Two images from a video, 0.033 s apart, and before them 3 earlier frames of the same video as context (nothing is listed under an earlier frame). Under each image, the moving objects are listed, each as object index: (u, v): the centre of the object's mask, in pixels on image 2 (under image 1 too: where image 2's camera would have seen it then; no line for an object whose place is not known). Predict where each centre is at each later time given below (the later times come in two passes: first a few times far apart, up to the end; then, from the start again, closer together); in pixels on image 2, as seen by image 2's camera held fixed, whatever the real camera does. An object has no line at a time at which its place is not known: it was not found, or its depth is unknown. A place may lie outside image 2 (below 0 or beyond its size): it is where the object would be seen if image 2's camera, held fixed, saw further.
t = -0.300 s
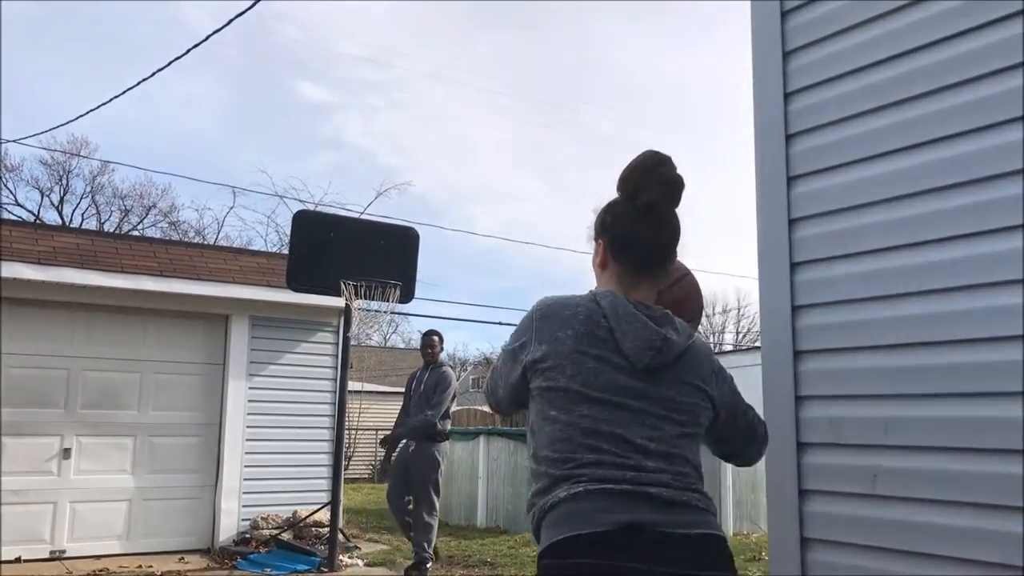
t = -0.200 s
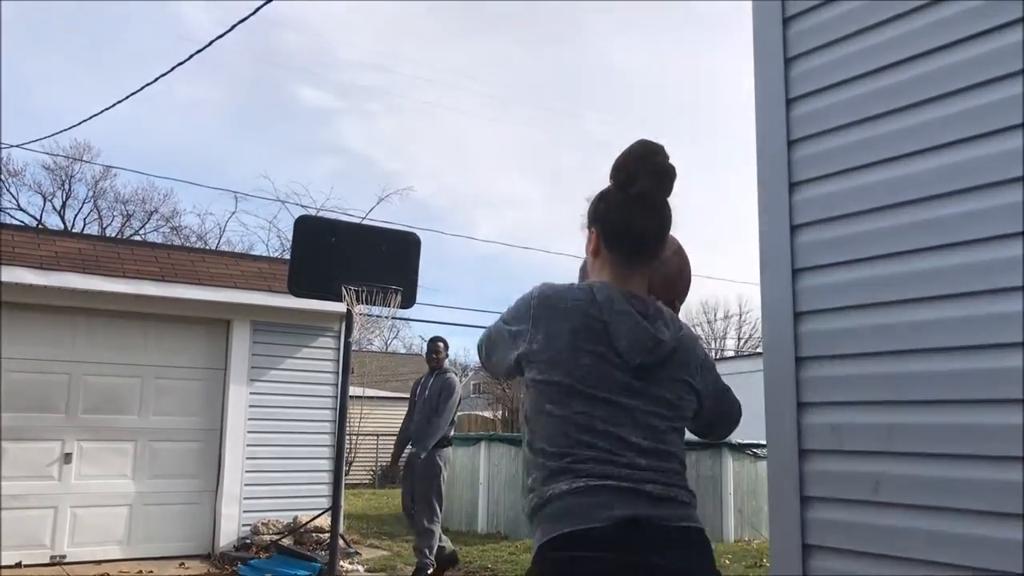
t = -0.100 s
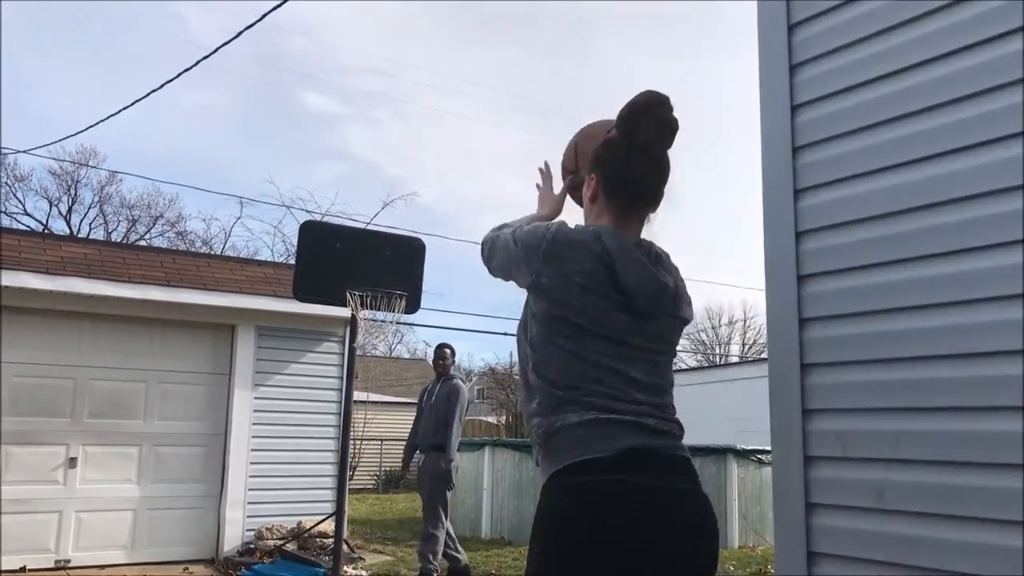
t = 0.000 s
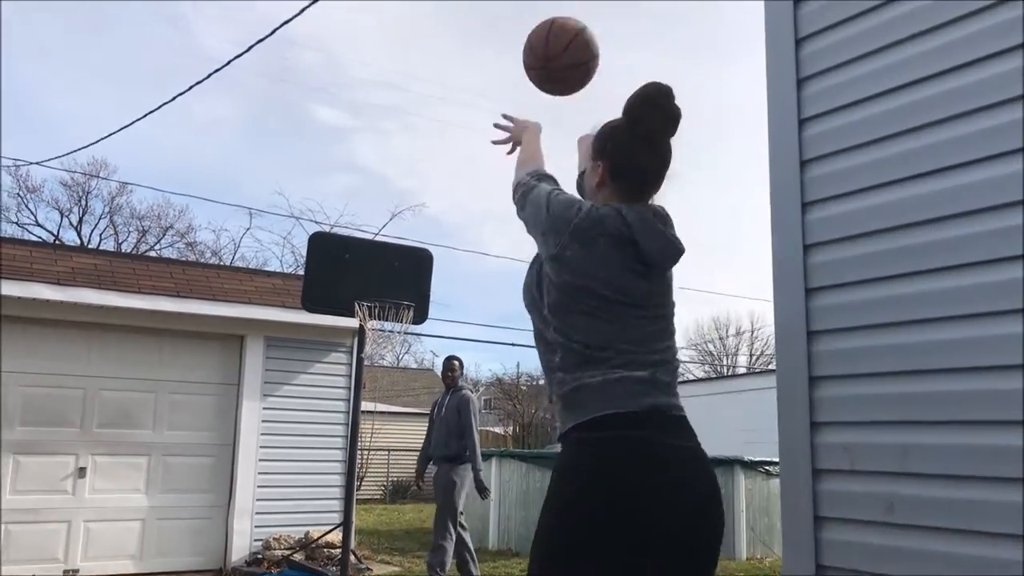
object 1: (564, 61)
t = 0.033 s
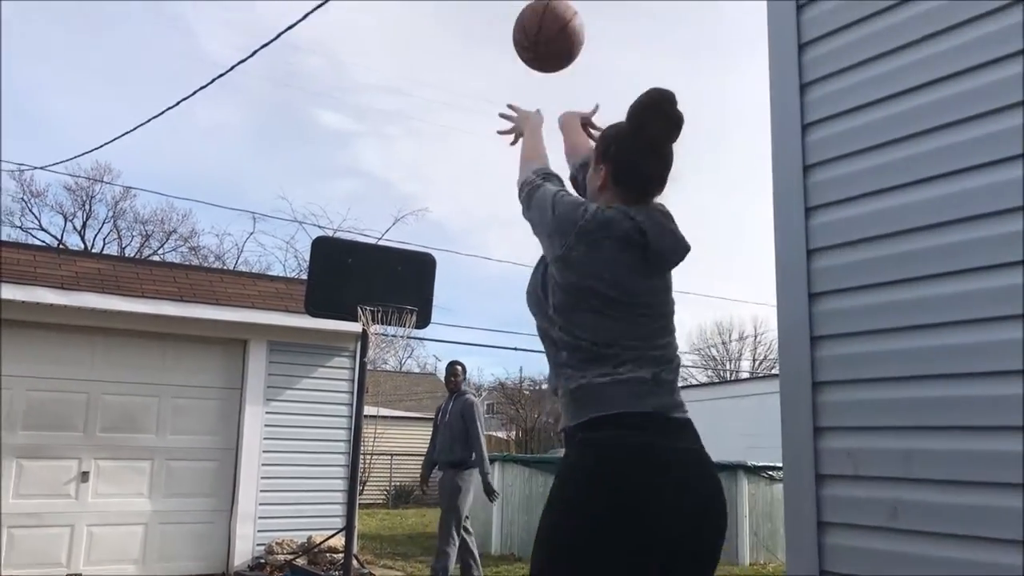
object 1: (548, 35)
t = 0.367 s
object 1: (453, -8)
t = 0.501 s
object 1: (432, 24)
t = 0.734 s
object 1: (402, 130)
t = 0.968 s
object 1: (377, 266)
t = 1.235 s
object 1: (478, 288)
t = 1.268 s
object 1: (494, 291)
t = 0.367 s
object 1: (453, -8)
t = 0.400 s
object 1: (447, -5)
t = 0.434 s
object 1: (442, 3)
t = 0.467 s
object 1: (437, 13)
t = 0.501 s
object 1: (432, 24)
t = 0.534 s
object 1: (427, 37)
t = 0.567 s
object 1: (422, 50)
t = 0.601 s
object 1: (418, 64)
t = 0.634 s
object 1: (414, 80)
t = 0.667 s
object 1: (410, 96)
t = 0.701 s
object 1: (406, 112)
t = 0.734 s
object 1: (402, 130)
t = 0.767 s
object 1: (399, 148)
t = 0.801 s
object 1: (395, 166)
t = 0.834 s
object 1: (391, 185)
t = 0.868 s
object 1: (388, 205)
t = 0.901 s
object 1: (384, 225)
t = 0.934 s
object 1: (380, 246)
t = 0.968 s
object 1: (377, 266)
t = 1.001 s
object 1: (374, 288)
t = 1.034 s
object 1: (379, 295)
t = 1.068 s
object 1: (395, 292)
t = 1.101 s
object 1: (411, 290)
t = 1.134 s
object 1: (428, 287)
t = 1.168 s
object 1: (445, 286)
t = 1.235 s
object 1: (478, 288)
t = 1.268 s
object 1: (494, 291)
